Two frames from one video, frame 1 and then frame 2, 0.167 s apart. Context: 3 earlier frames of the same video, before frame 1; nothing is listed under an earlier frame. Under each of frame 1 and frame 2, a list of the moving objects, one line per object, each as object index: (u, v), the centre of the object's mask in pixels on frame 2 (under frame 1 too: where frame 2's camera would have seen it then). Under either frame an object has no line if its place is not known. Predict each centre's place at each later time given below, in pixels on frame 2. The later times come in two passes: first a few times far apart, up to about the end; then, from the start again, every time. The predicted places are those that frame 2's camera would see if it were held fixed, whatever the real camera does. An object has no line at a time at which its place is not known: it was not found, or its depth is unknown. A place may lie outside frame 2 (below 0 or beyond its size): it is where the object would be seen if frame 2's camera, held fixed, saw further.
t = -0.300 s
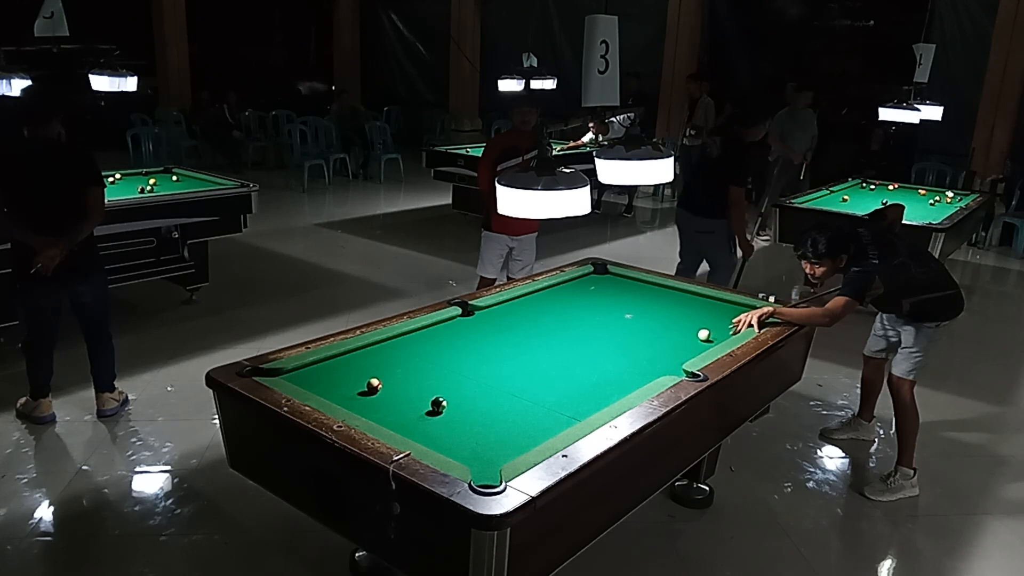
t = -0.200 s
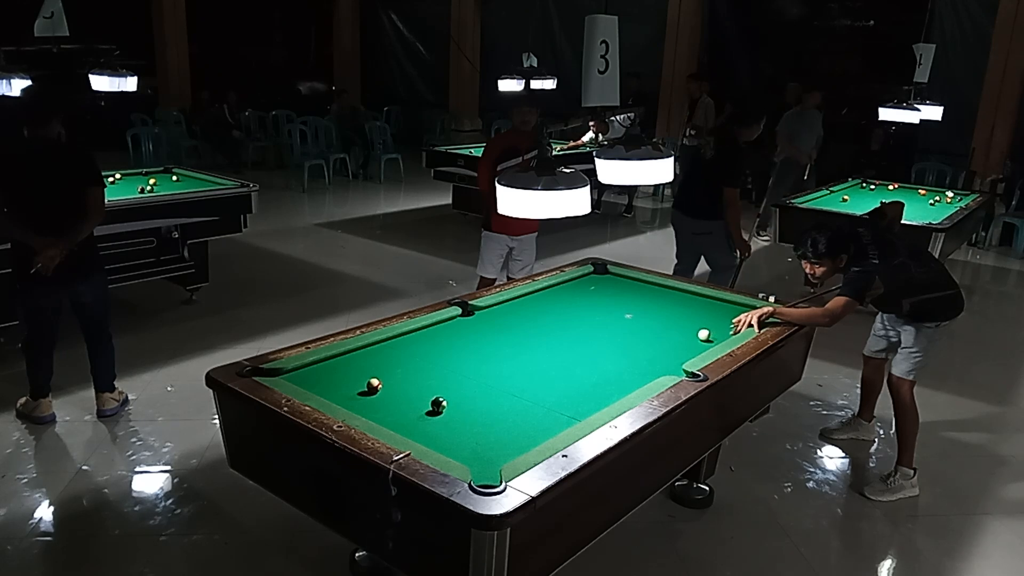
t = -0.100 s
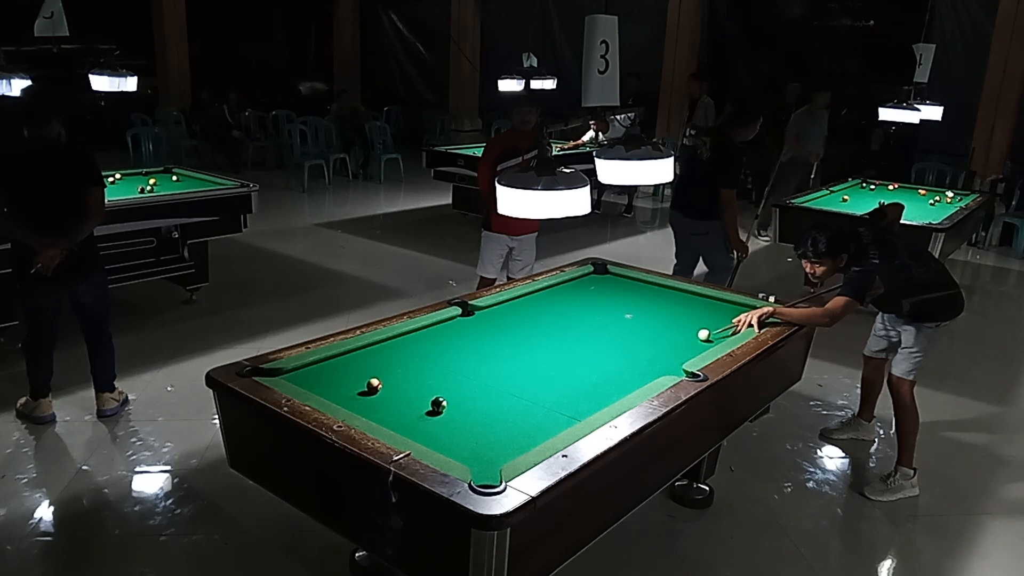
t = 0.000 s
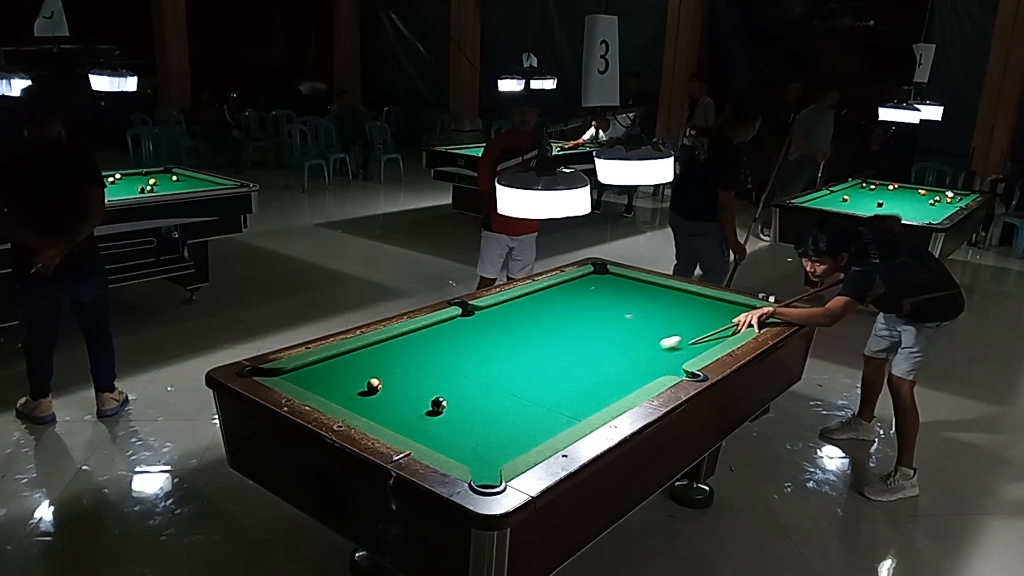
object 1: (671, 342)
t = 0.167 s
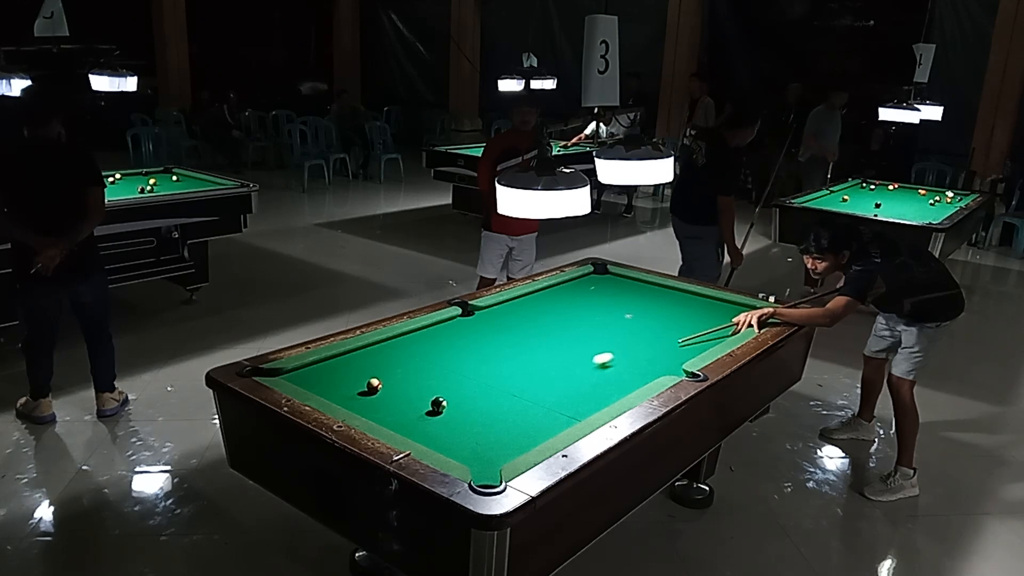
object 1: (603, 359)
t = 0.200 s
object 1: (591, 362)
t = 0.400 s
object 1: (518, 381)
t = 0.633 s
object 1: (445, 399)
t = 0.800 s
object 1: (423, 399)
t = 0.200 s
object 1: (591, 362)
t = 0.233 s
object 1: (579, 365)
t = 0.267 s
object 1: (567, 368)
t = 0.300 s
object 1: (556, 371)
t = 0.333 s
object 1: (544, 374)
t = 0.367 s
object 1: (531, 377)
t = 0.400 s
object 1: (518, 381)
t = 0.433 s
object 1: (506, 384)
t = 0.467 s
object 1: (492, 387)
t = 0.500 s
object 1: (479, 391)
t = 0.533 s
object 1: (465, 395)
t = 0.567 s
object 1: (453, 399)
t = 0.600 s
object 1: (448, 399)
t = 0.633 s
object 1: (445, 399)
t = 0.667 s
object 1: (442, 398)
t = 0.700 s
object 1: (437, 398)
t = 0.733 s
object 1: (433, 399)
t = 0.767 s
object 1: (428, 399)
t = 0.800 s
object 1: (423, 399)
